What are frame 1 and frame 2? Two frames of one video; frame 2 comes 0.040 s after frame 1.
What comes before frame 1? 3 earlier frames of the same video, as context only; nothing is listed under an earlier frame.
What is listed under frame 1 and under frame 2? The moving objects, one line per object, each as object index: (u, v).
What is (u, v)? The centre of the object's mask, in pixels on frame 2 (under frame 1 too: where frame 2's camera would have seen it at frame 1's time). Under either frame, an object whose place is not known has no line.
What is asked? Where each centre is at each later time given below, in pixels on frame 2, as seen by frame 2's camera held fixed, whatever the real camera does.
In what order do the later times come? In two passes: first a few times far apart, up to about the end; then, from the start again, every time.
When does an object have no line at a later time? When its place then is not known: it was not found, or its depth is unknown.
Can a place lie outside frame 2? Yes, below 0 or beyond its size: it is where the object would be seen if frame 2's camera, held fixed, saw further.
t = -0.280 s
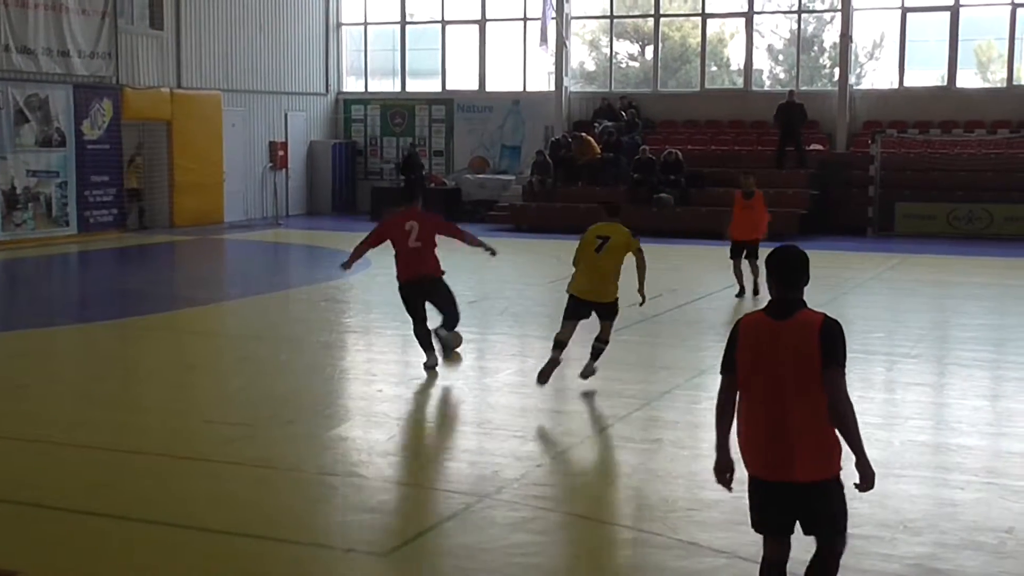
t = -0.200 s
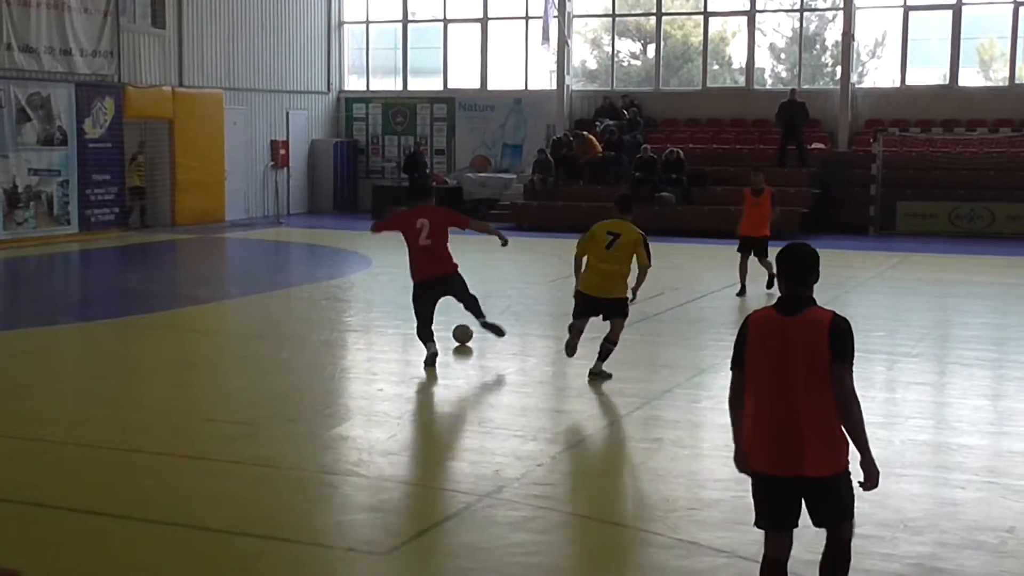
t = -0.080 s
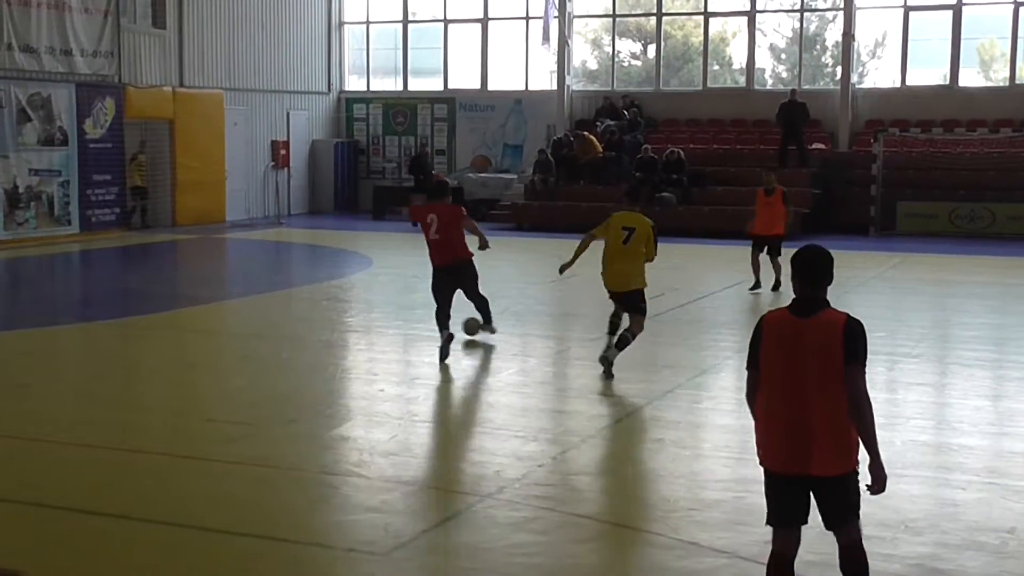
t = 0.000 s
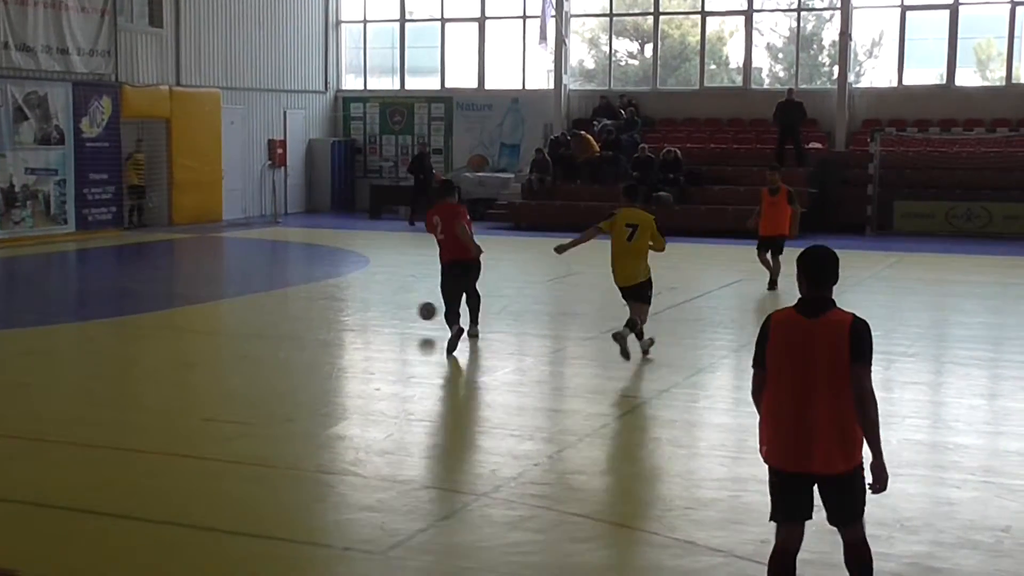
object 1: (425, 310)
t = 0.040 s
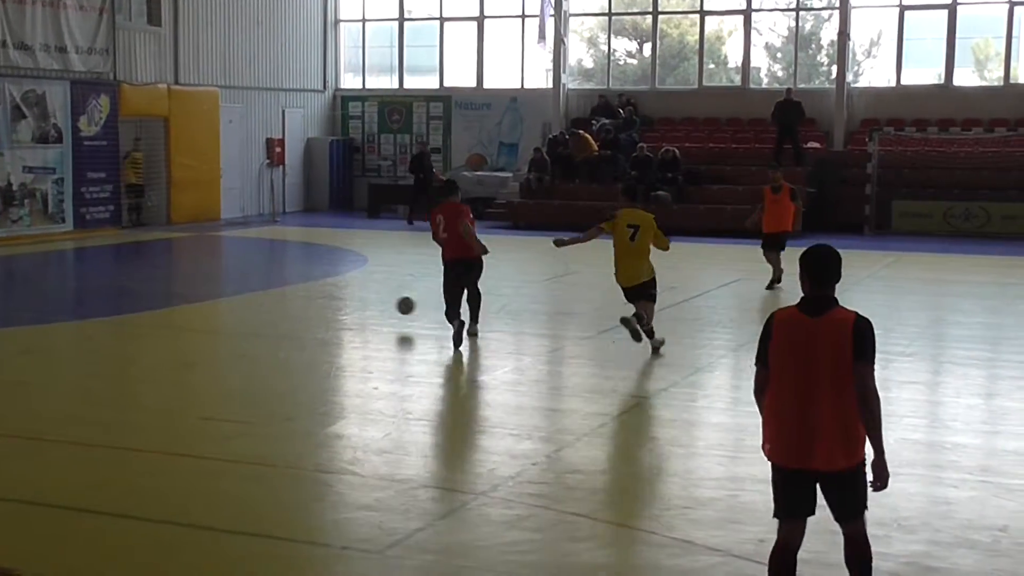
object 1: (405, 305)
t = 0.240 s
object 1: (313, 306)
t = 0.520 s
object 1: (231, 289)
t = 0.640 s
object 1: (206, 287)
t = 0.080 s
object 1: (387, 302)
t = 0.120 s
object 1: (367, 301)
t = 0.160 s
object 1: (350, 301)
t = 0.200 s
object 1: (331, 302)
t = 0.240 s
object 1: (313, 306)
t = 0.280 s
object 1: (300, 300)
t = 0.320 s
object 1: (288, 296)
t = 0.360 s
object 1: (275, 293)
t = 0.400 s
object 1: (263, 292)
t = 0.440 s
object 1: (251, 292)
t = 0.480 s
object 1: (240, 292)
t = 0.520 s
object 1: (231, 289)
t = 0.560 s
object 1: (222, 286)
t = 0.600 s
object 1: (213, 286)
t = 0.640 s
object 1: (206, 287)
